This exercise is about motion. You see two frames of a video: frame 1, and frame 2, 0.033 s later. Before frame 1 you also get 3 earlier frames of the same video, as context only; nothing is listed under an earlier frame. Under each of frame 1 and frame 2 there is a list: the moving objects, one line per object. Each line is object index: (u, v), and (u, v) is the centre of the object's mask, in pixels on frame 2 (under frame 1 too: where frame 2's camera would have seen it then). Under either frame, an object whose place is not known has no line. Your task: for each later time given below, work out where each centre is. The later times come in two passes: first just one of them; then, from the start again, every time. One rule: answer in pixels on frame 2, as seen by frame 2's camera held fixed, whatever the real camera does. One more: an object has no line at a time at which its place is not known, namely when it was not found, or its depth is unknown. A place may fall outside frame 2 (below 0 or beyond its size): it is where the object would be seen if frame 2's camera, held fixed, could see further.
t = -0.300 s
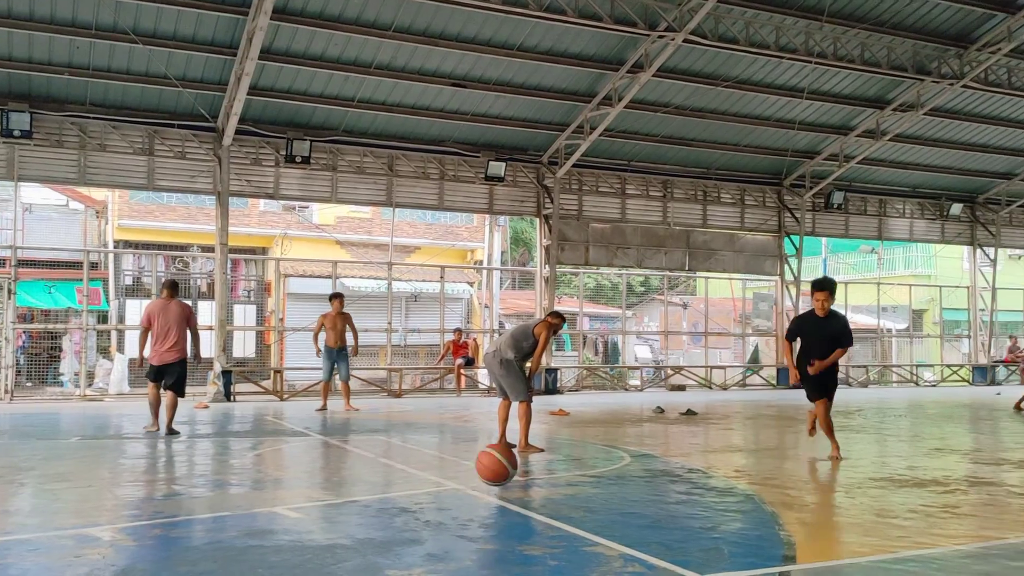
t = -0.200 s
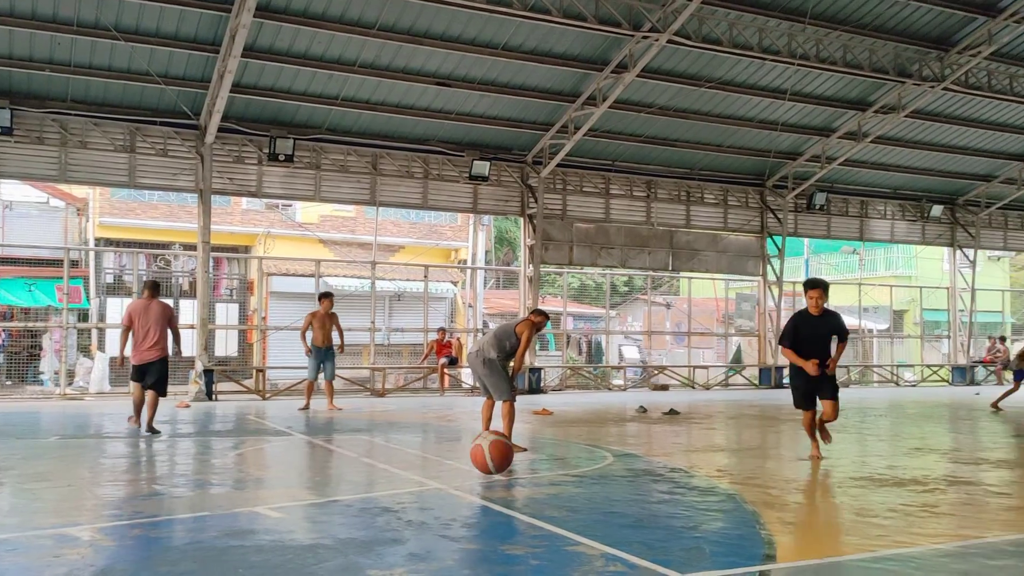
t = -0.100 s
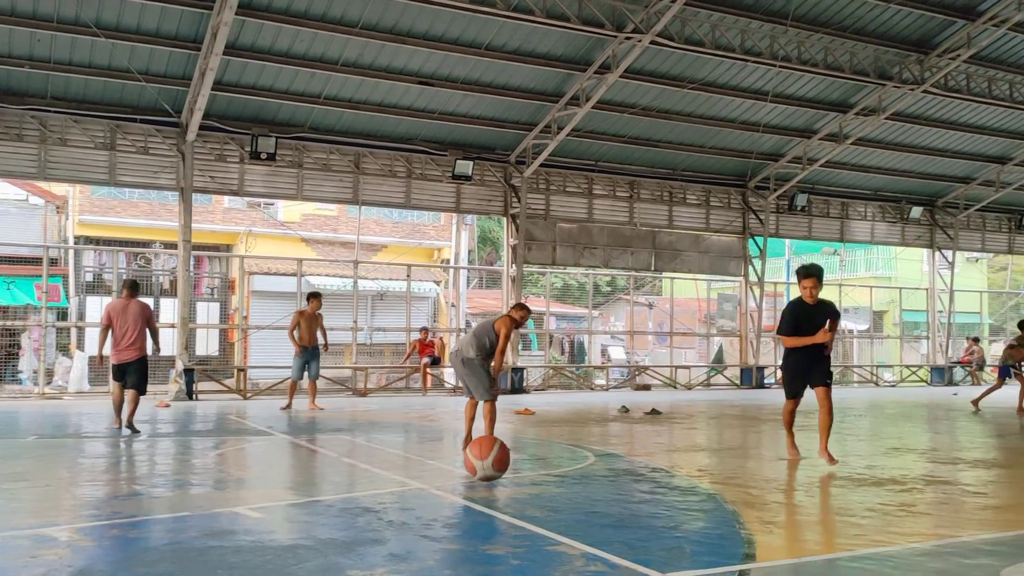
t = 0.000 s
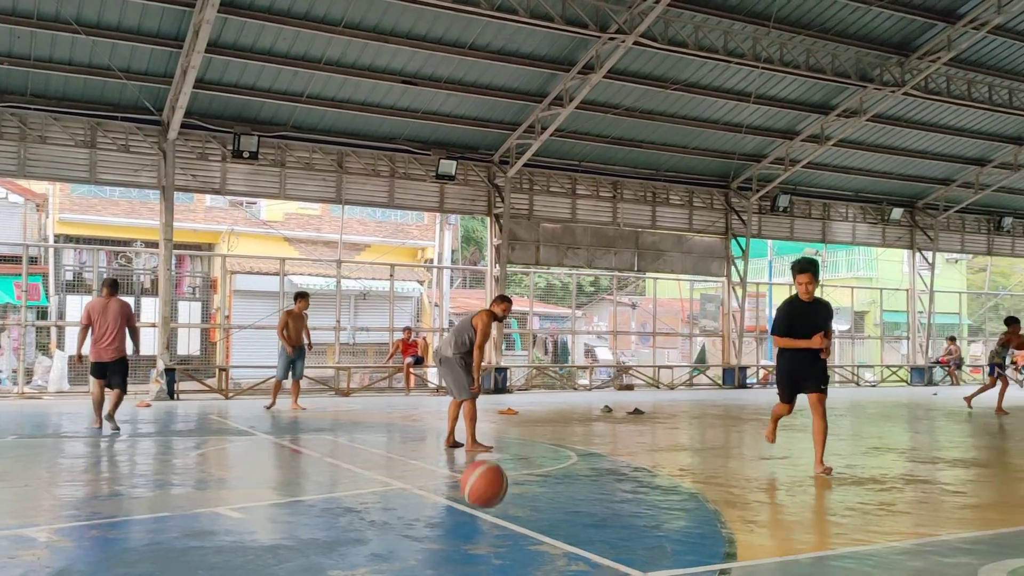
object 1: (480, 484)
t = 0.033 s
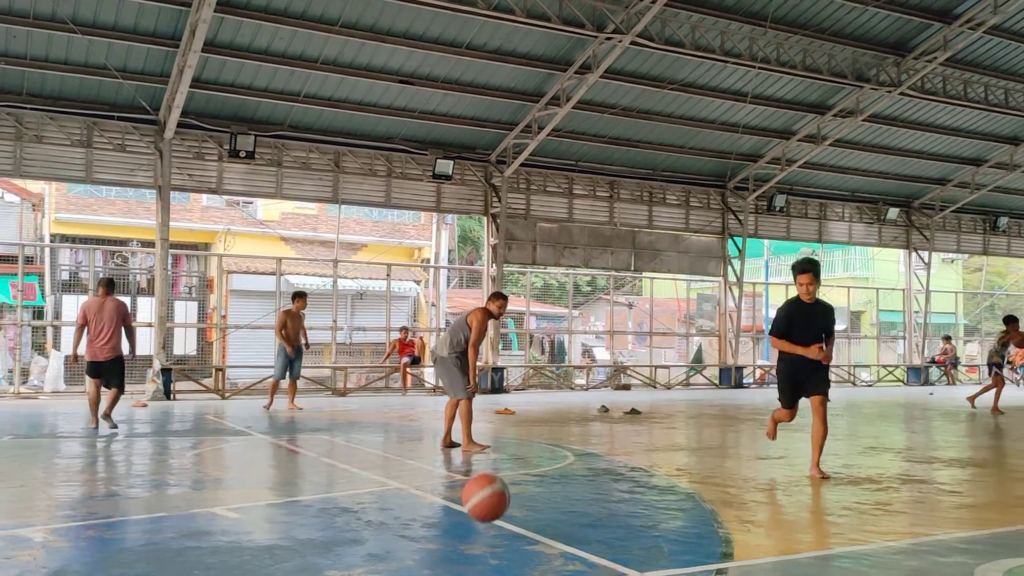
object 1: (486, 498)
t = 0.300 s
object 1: (535, 487)
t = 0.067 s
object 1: (491, 514)
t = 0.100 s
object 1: (497, 518)
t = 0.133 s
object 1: (504, 507)
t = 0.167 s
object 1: (510, 500)
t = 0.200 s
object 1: (516, 494)
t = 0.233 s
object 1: (522, 489)
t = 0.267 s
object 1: (528, 487)
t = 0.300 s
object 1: (535, 487)
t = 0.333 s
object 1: (543, 490)
